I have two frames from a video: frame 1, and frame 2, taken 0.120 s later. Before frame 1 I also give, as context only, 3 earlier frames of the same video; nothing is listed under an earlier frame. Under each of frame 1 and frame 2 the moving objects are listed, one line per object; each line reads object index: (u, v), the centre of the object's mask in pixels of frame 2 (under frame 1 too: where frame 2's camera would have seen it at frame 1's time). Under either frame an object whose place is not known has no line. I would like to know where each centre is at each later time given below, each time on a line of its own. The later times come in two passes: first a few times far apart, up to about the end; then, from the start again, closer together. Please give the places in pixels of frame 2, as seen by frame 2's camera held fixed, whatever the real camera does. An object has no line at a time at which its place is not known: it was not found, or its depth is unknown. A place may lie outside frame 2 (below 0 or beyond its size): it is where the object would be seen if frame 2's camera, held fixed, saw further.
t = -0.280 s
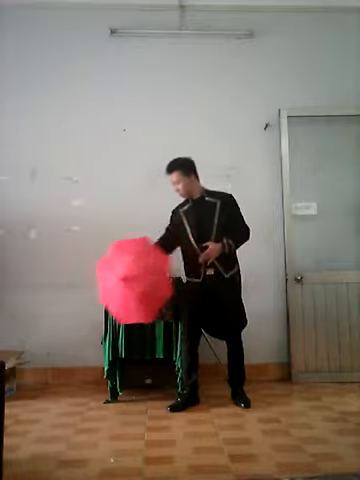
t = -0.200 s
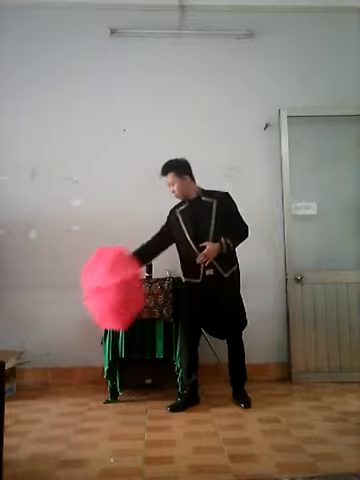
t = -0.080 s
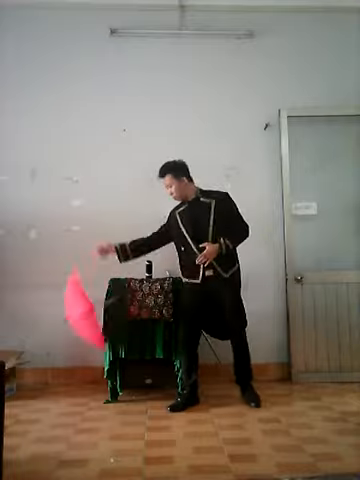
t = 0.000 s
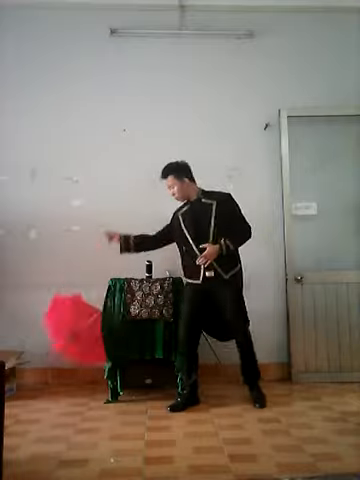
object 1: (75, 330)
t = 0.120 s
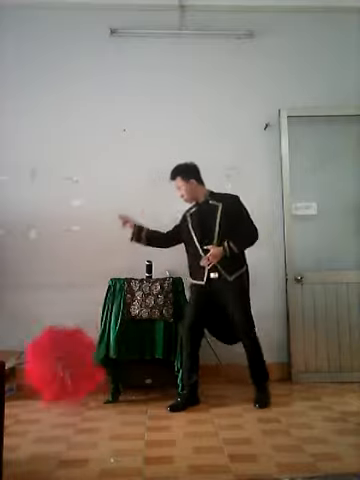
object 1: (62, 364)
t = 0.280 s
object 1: (54, 380)
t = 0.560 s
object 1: (53, 382)
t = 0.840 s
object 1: (54, 379)
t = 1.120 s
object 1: (53, 379)
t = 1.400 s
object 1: (53, 379)
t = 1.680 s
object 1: (53, 379)
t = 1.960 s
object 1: (53, 379)
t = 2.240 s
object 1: (53, 379)
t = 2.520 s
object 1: (53, 379)
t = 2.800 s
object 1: (53, 379)
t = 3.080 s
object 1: (53, 379)
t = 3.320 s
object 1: (53, 379)
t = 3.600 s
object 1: (53, 379)
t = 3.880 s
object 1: (53, 379)
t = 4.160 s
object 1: (53, 379)
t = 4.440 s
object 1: (53, 379)
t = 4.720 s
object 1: (53, 380)
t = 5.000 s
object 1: (53, 380)
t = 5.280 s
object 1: (53, 379)
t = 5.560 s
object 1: (53, 380)
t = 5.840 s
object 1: (53, 380)
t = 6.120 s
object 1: (53, 380)
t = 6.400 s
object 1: (53, 380)
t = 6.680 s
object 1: (53, 379)
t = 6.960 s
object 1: (53, 379)
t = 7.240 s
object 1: (54, 379)
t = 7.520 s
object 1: (53, 380)
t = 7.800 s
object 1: (53, 379)
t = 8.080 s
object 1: (54, 379)
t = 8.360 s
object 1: (53, 379)
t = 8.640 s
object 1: (53, 380)
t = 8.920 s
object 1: (53, 380)
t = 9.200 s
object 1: (53, 379)
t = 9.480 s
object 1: (53, 380)
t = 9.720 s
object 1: (53, 379)
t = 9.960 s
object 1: (53, 379)
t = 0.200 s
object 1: (57, 379)
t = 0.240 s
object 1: (55, 378)
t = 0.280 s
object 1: (54, 380)
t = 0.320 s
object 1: (53, 380)
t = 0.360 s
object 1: (53, 380)
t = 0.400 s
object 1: (52, 381)
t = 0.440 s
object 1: (52, 381)
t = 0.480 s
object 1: (53, 381)
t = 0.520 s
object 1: (52, 381)
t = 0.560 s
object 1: (53, 382)
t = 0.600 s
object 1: (53, 382)
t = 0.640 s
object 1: (53, 381)
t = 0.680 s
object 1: (53, 381)
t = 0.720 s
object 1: (53, 380)
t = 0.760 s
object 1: (53, 380)
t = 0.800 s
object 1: (53, 380)
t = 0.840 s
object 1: (54, 379)
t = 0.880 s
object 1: (54, 379)
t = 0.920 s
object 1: (54, 379)
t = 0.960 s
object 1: (54, 379)
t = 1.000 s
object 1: (54, 379)
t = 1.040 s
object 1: (53, 379)
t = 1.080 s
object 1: (53, 379)
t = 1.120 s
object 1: (53, 379)
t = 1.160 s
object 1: (53, 379)
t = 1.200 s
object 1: (53, 379)
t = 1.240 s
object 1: (53, 379)
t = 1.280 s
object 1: (53, 379)
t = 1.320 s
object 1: (53, 379)
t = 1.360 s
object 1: (53, 379)
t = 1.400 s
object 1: (53, 379)
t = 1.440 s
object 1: (53, 379)
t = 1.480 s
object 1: (53, 379)
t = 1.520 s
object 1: (53, 379)
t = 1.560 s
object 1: (53, 379)
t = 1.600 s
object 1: (53, 379)
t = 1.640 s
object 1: (53, 380)
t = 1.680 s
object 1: (53, 379)
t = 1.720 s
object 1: (53, 379)
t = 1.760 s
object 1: (53, 379)
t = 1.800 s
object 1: (53, 379)
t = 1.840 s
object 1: (53, 379)
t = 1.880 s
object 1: (53, 379)
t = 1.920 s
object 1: (53, 379)
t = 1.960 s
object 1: (53, 379)
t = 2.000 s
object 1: (53, 379)
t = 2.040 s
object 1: (53, 379)
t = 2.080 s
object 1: (53, 379)
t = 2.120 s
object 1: (53, 379)
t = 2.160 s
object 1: (53, 379)
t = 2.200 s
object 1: (53, 379)
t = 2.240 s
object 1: (53, 379)
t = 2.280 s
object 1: (53, 379)
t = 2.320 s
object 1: (53, 379)
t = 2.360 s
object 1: (53, 379)
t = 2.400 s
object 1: (53, 379)
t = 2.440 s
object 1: (53, 379)
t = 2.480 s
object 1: (53, 379)
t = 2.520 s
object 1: (53, 379)
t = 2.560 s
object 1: (53, 379)
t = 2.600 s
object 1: (53, 379)
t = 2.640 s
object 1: (53, 379)
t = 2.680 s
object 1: (53, 379)
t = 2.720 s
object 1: (53, 379)
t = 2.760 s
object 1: (53, 379)
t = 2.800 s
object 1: (53, 379)
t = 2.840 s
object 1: (53, 379)
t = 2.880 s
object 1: (53, 379)
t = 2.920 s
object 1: (53, 379)
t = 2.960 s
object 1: (53, 379)
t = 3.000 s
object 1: (53, 379)
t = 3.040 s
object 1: (53, 379)
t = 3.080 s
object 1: (53, 379)
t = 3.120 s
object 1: (53, 379)
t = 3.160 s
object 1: (53, 379)
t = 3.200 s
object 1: (53, 379)
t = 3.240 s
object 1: (53, 379)
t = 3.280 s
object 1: (53, 379)
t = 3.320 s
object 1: (53, 379)
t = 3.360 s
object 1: (53, 379)
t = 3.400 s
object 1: (53, 379)
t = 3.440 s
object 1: (53, 379)
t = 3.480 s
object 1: (53, 379)
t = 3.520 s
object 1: (53, 379)
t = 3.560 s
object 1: (53, 379)
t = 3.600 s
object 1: (53, 379)
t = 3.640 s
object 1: (53, 379)
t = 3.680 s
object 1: (53, 379)
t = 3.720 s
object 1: (53, 379)
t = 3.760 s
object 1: (53, 379)
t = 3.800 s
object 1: (53, 379)
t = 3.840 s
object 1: (53, 379)
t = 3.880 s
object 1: (53, 379)
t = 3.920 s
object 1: (53, 379)
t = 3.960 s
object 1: (53, 379)
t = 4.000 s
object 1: (53, 379)
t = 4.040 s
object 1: (53, 379)
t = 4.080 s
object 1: (53, 379)
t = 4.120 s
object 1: (53, 379)
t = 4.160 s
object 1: (53, 379)
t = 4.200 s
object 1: (53, 379)
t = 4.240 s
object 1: (53, 379)
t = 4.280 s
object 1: (53, 379)
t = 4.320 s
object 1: (53, 379)
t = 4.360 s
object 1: (53, 379)
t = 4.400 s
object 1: (53, 379)
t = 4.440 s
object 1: (53, 379)
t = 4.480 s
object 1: (53, 379)
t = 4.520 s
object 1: (53, 380)
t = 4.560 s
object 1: (53, 380)
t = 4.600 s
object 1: (53, 380)
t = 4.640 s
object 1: (53, 380)
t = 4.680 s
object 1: (53, 380)
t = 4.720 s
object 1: (53, 380)
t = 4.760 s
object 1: (53, 380)
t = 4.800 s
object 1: (53, 380)
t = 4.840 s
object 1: (53, 380)
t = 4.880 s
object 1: (53, 380)
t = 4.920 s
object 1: (53, 380)
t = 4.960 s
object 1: (54, 380)
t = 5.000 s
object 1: (53, 380)
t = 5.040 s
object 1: (53, 380)
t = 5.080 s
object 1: (53, 380)
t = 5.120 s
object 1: (53, 380)
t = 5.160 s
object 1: (53, 379)
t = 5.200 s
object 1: (53, 380)
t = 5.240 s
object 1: (53, 380)
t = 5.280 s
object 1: (53, 379)
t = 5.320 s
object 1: (53, 379)
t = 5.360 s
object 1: (53, 380)
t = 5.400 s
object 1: (53, 379)
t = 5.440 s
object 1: (53, 380)
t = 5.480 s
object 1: (53, 380)
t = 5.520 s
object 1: (53, 380)
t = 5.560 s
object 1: (53, 380)
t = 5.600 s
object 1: (53, 380)
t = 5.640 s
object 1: (53, 380)
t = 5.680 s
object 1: (53, 380)
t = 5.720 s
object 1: (53, 380)
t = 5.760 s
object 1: (53, 380)
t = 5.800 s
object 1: (53, 380)
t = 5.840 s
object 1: (53, 380)
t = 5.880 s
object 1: (53, 380)
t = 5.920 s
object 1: (53, 380)
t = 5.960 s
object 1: (53, 380)
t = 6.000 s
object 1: (53, 380)
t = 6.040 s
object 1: (53, 380)
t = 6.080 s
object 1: (53, 380)
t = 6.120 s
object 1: (53, 380)
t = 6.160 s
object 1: (53, 380)
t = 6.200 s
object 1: (53, 380)
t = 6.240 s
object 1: (53, 380)
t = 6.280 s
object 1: (53, 379)
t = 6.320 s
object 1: (53, 380)
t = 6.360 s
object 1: (53, 379)
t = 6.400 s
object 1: (53, 380)
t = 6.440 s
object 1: (54, 379)
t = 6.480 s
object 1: (53, 379)
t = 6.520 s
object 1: (53, 380)
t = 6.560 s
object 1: (53, 379)
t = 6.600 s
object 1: (54, 379)
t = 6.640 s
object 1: (53, 379)
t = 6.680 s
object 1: (53, 379)
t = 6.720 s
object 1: (53, 379)
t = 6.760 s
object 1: (54, 379)
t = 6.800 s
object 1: (53, 379)
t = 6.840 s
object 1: (53, 379)
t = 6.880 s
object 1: (53, 379)
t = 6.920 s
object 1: (53, 379)
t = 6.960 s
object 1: (53, 379)
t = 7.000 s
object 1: (53, 379)
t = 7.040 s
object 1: (53, 380)
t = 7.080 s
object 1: (53, 379)
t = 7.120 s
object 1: (53, 380)
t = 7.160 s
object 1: (54, 379)
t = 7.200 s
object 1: (54, 379)
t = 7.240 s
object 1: (54, 379)
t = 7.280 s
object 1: (53, 379)
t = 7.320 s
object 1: (53, 380)
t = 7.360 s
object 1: (53, 380)
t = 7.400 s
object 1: (53, 380)
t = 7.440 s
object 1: (54, 380)
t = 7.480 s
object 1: (54, 379)
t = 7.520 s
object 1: (53, 380)
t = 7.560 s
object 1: (54, 379)
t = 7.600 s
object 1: (54, 379)
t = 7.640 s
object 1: (53, 379)
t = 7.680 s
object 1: (53, 379)
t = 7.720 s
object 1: (53, 379)
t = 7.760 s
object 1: (53, 379)
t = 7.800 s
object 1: (53, 379)
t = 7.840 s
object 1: (53, 379)
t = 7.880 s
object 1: (53, 379)
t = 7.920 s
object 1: (53, 379)
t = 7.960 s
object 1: (53, 380)
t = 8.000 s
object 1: (53, 379)
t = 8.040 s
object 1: (53, 379)
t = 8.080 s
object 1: (54, 379)
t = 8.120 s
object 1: (54, 379)
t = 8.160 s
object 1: (53, 379)
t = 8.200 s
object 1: (53, 379)
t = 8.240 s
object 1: (53, 379)
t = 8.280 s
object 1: (54, 379)
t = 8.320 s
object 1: (53, 379)
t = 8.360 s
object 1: (53, 379)
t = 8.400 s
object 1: (54, 379)
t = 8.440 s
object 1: (53, 379)
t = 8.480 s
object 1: (53, 379)
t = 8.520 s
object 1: (53, 380)
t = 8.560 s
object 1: (53, 379)
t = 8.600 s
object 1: (53, 380)
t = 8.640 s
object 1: (53, 380)
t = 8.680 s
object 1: (53, 379)
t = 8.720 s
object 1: (53, 379)
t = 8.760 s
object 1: (53, 380)
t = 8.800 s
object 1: (53, 379)
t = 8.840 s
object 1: (53, 379)
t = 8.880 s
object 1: (53, 380)
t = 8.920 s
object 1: (53, 380)
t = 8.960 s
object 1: (53, 380)
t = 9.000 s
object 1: (53, 380)
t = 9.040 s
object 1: (53, 380)
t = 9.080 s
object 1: (53, 380)
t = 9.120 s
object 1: (53, 380)
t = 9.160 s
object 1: (53, 379)
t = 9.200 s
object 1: (53, 379)
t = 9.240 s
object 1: (53, 380)
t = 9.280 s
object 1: (53, 380)
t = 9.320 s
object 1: (53, 380)
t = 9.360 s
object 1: (53, 379)
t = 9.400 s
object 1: (53, 380)
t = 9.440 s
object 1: (53, 380)
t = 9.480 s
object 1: (53, 380)
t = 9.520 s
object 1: (53, 380)
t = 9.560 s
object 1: (53, 380)
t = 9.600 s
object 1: (53, 380)
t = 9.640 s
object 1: (53, 379)
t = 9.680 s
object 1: (53, 379)
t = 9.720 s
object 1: (53, 379)
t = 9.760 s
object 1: (53, 379)
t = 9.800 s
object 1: (54, 379)
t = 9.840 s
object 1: (53, 379)
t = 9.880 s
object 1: (53, 379)
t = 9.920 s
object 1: (53, 379)
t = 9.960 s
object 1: (53, 379)
